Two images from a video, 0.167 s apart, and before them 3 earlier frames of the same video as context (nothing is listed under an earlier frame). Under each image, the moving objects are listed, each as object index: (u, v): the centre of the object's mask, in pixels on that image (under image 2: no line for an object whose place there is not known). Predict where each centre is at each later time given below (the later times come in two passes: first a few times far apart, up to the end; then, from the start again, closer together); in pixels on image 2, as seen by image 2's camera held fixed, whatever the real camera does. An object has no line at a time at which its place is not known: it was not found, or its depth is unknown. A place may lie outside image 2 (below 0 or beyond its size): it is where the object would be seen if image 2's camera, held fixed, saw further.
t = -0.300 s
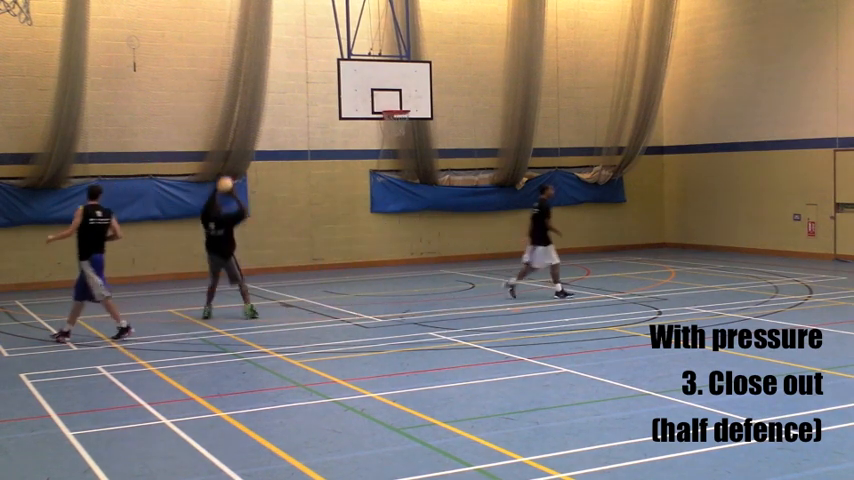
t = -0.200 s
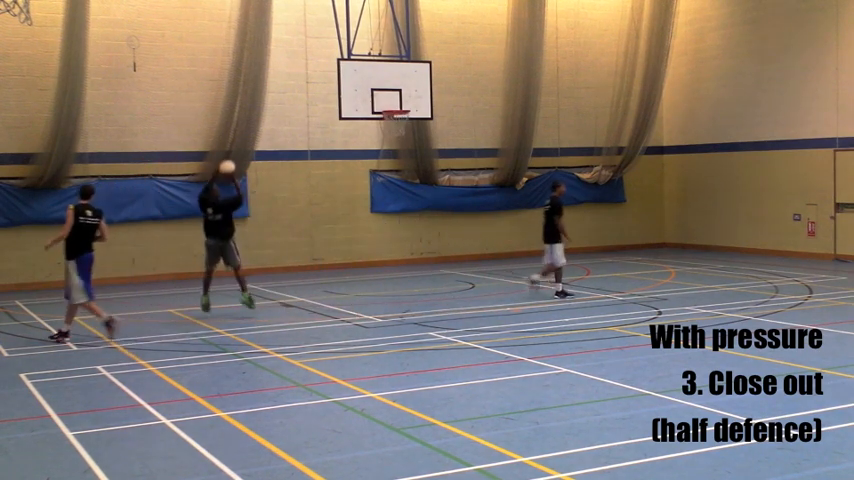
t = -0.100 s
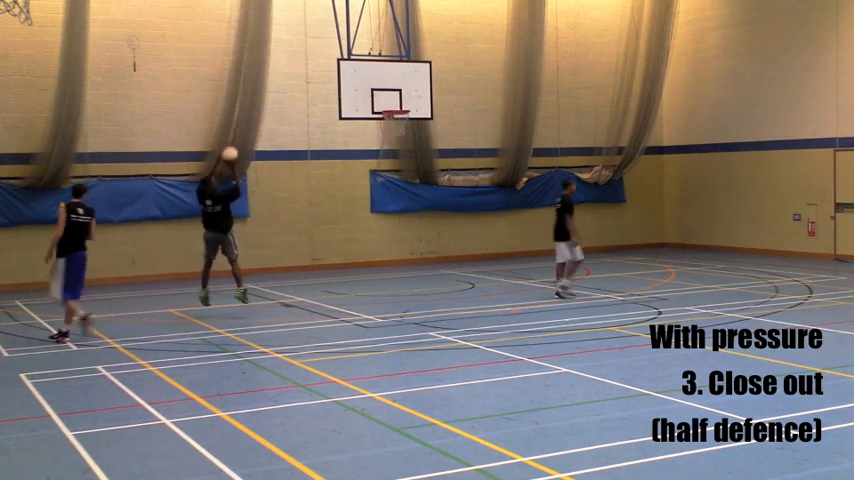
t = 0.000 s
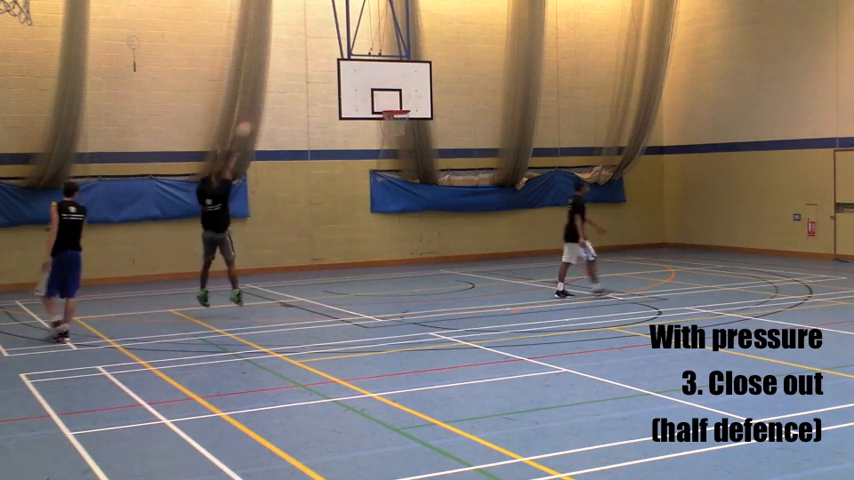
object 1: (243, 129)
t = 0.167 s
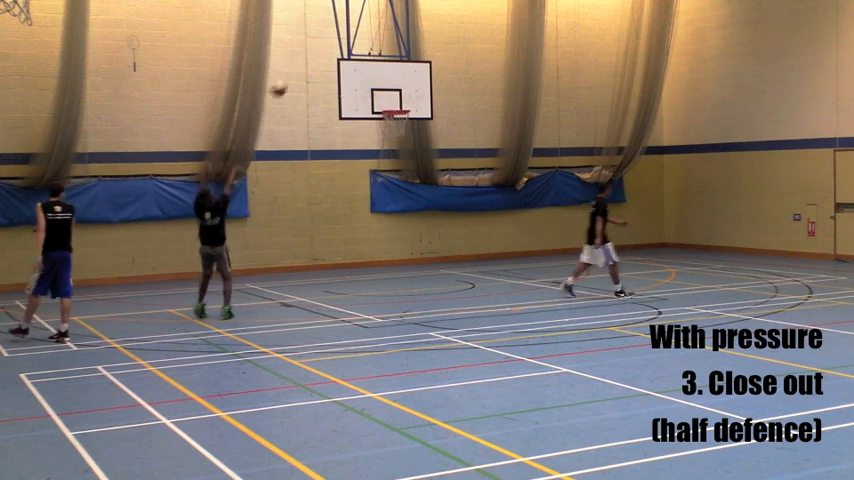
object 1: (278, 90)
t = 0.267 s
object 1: (297, 74)
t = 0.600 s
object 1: (357, 74)
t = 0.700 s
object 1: (373, 86)
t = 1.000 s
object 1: (407, 128)
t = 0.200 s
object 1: (285, 83)
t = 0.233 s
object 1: (291, 78)
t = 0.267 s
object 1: (297, 74)
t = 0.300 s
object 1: (303, 71)
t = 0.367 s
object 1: (316, 68)
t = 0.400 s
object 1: (322, 67)
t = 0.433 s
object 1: (327, 66)
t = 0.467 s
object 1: (333, 66)
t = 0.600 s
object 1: (357, 74)
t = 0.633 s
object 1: (362, 77)
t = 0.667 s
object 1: (367, 81)
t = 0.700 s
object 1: (373, 86)
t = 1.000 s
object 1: (407, 128)
